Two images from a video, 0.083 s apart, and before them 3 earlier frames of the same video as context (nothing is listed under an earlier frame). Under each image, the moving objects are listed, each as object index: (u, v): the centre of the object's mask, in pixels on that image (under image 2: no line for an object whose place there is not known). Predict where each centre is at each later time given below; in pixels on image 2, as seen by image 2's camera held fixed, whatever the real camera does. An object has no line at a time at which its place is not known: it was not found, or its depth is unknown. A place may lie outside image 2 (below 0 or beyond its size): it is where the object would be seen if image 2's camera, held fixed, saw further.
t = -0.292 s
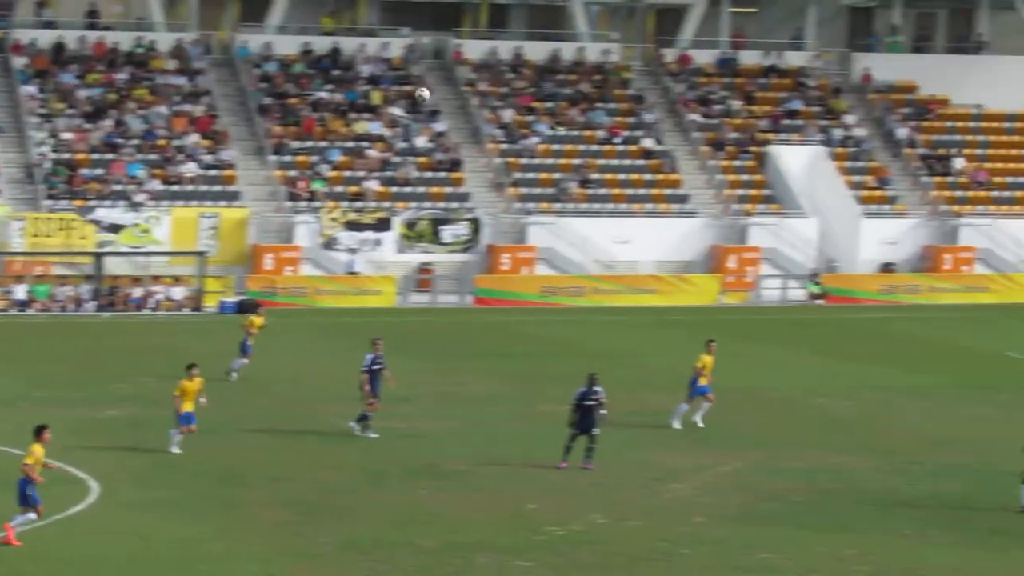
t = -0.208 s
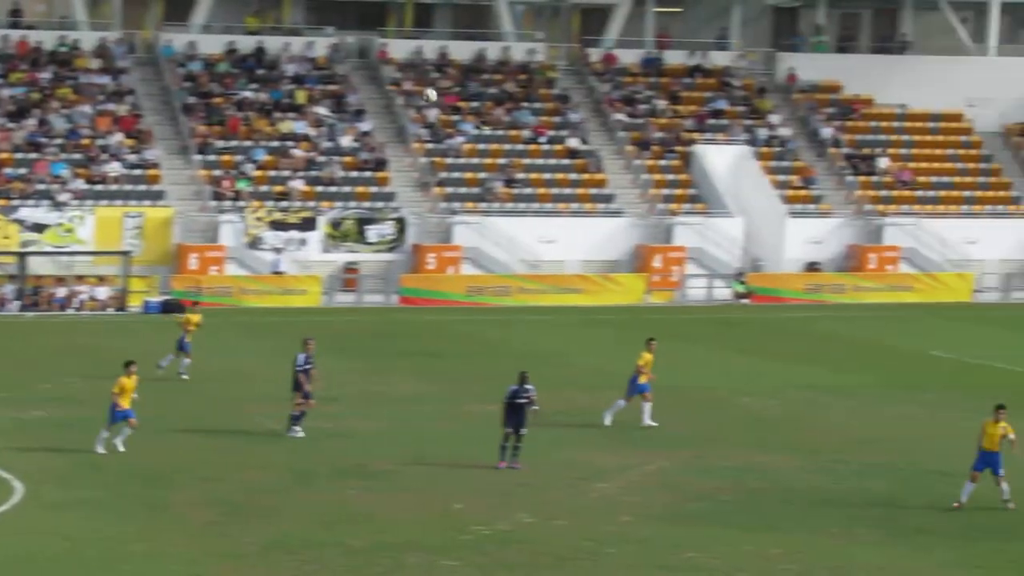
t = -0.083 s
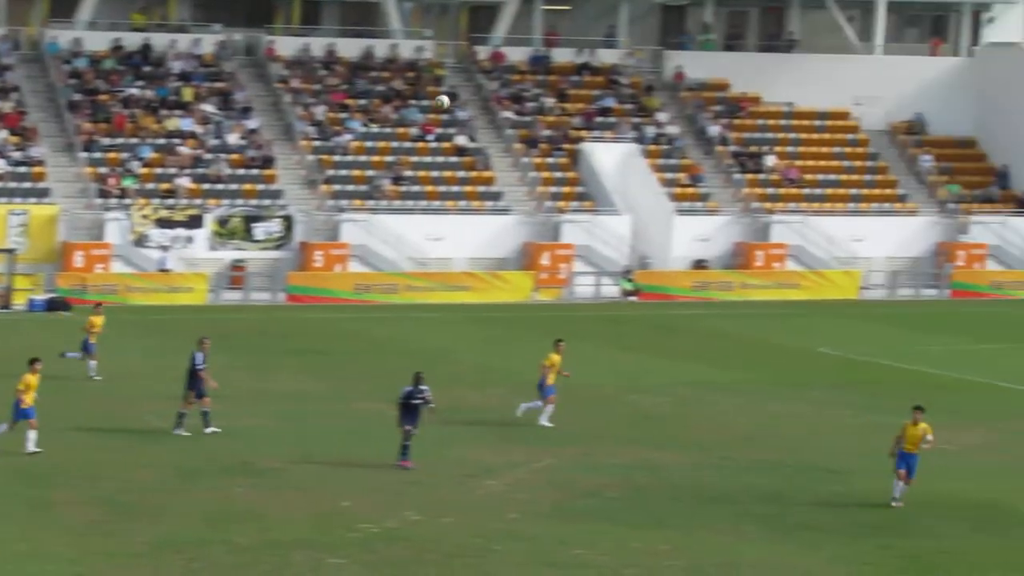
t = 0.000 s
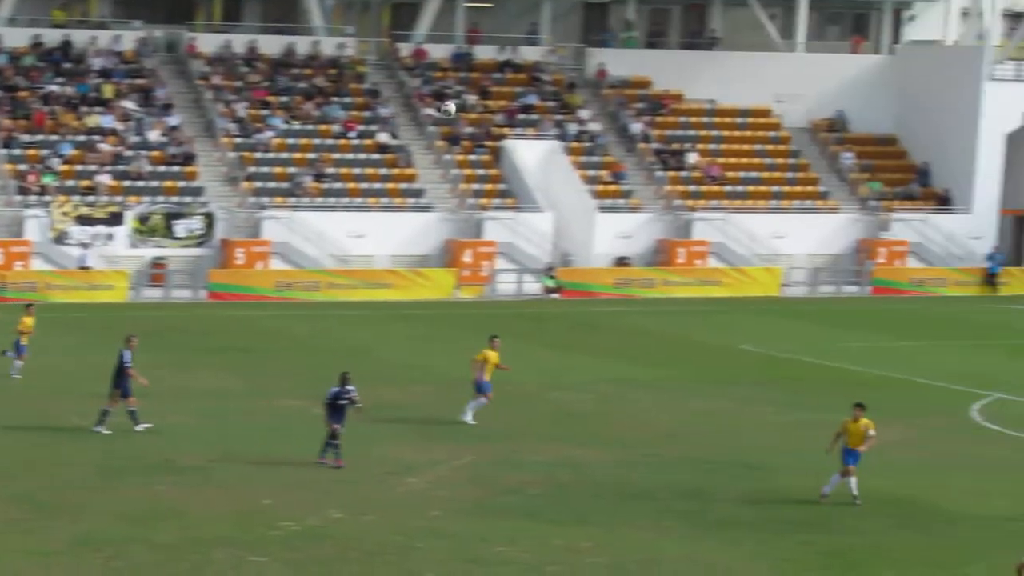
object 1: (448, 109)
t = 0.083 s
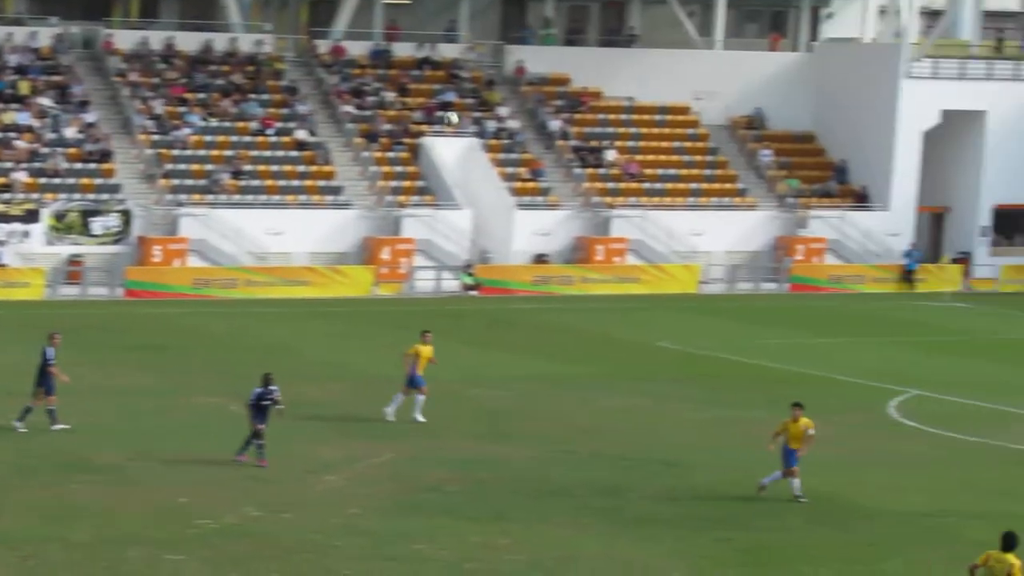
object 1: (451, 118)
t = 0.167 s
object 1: (533, 136)
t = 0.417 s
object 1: (789, 207)
